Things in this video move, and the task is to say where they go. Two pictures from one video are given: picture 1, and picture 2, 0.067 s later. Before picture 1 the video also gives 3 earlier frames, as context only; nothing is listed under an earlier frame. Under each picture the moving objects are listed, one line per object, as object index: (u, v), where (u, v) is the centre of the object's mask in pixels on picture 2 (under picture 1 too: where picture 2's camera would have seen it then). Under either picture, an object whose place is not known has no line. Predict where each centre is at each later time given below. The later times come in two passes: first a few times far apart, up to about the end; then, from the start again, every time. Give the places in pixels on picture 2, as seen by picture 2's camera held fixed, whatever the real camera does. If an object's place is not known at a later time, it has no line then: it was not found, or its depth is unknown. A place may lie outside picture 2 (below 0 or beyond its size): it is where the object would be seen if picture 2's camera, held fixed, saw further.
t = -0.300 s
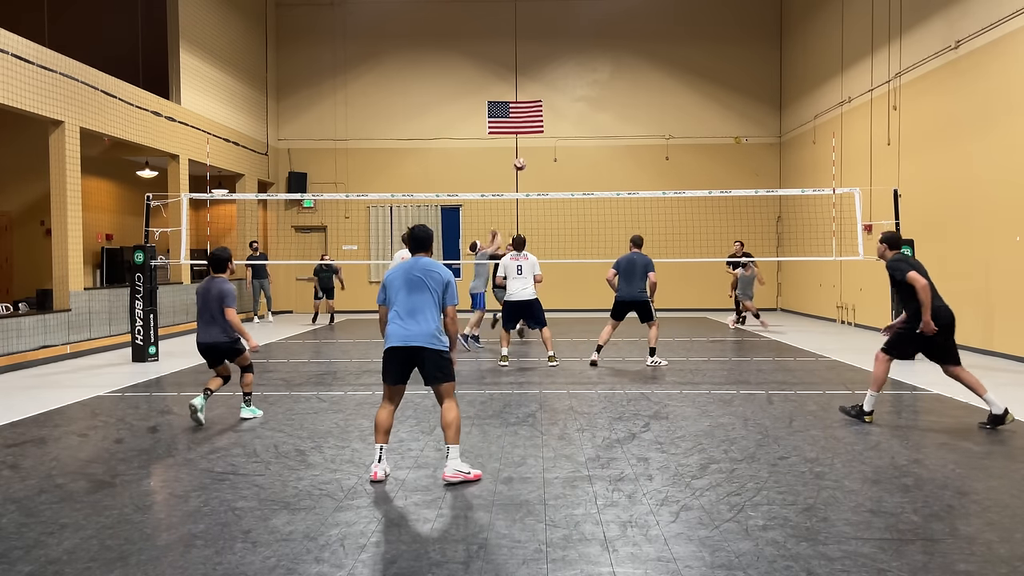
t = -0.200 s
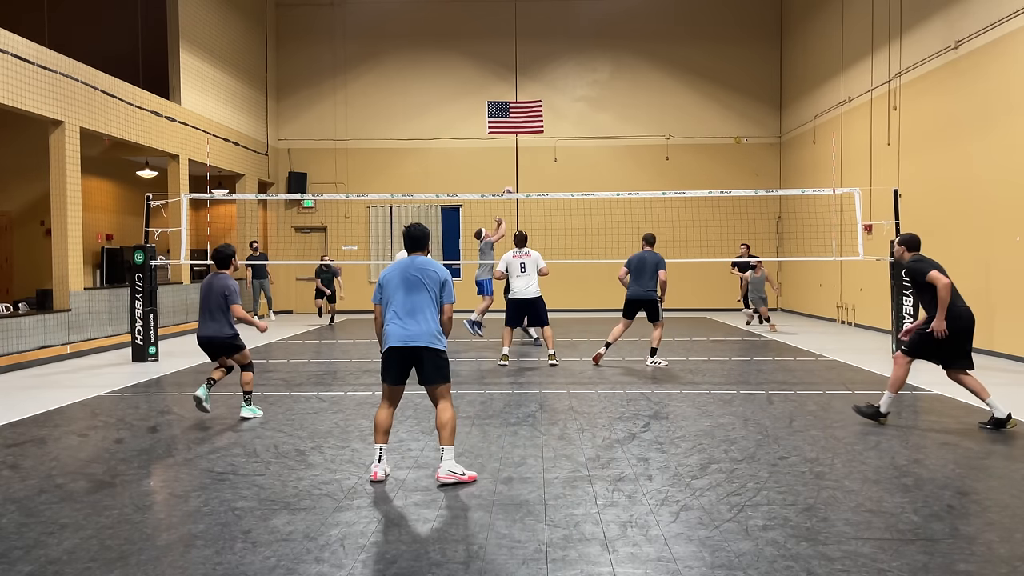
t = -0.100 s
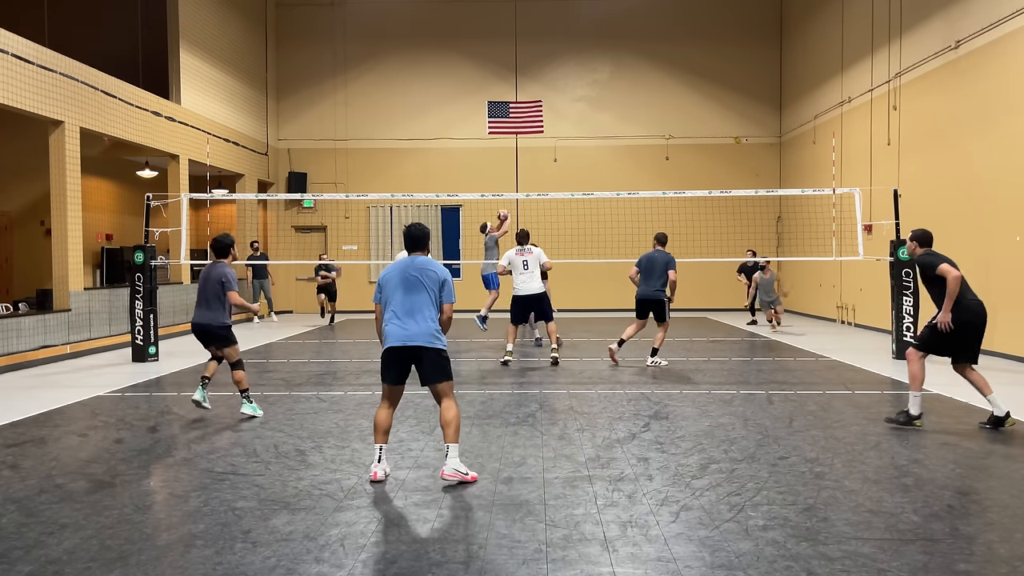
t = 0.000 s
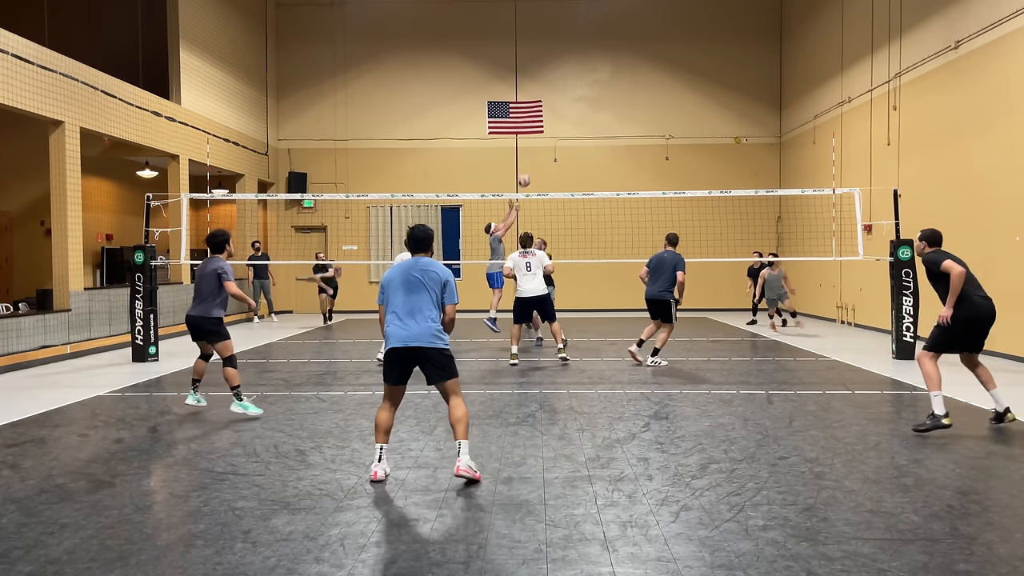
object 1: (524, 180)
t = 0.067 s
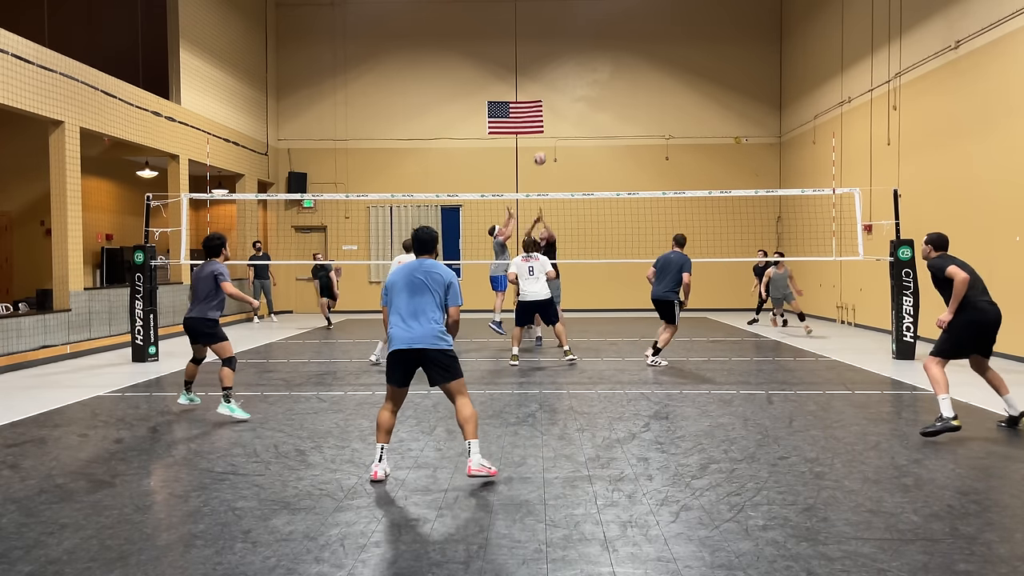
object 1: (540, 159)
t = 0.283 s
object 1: (589, 104)
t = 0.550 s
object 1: (649, 79)
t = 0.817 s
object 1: (707, 96)
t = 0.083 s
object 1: (543, 154)
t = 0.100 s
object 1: (547, 149)
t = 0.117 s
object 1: (551, 144)
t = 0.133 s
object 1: (556, 139)
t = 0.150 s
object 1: (559, 134)
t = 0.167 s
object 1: (563, 130)
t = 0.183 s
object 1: (567, 126)
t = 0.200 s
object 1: (571, 122)
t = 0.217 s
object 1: (574, 118)
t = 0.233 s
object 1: (578, 115)
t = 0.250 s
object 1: (582, 111)
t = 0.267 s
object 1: (585, 108)
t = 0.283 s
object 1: (589, 104)
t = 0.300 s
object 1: (593, 102)
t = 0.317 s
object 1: (597, 99)
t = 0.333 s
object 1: (601, 96)
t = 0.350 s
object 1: (605, 94)
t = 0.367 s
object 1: (608, 91)
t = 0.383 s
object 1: (612, 90)
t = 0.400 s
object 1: (616, 88)
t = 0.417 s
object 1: (619, 86)
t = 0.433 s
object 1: (623, 85)
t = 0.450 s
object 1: (627, 83)
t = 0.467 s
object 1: (630, 82)
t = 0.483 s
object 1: (634, 81)
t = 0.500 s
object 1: (638, 80)
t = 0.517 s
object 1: (641, 79)
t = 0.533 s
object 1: (645, 79)
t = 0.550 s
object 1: (649, 79)
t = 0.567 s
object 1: (653, 78)
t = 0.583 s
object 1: (656, 78)
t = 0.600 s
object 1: (660, 79)
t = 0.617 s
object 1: (664, 79)
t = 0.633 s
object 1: (667, 80)
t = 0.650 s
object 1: (671, 80)
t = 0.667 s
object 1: (675, 81)
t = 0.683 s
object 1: (678, 82)
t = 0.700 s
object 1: (682, 83)
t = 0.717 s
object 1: (686, 85)
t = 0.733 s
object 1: (689, 86)
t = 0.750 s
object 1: (693, 88)
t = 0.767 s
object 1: (696, 90)
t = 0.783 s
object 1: (700, 92)
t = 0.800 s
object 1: (704, 94)
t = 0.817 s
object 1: (707, 96)
